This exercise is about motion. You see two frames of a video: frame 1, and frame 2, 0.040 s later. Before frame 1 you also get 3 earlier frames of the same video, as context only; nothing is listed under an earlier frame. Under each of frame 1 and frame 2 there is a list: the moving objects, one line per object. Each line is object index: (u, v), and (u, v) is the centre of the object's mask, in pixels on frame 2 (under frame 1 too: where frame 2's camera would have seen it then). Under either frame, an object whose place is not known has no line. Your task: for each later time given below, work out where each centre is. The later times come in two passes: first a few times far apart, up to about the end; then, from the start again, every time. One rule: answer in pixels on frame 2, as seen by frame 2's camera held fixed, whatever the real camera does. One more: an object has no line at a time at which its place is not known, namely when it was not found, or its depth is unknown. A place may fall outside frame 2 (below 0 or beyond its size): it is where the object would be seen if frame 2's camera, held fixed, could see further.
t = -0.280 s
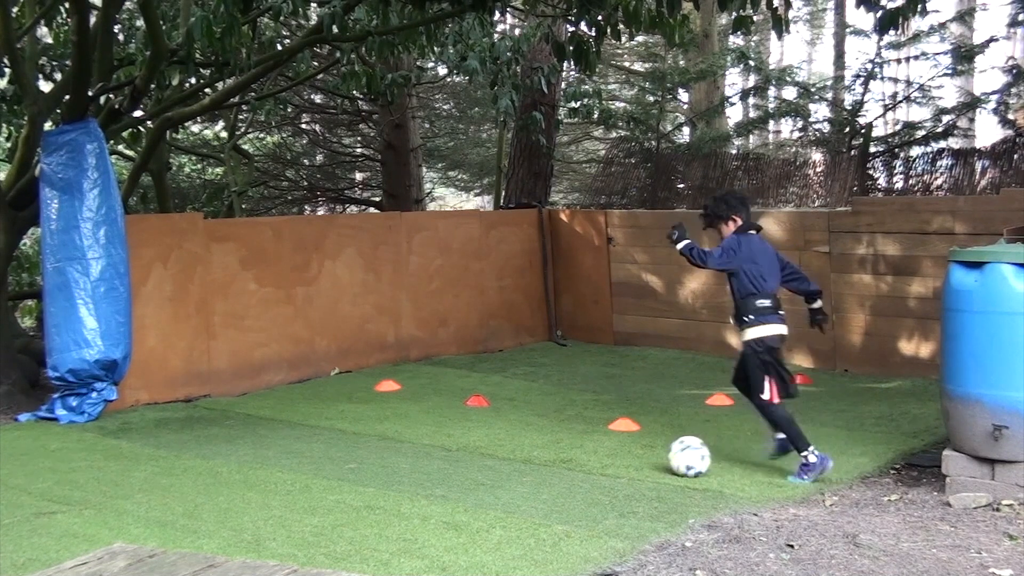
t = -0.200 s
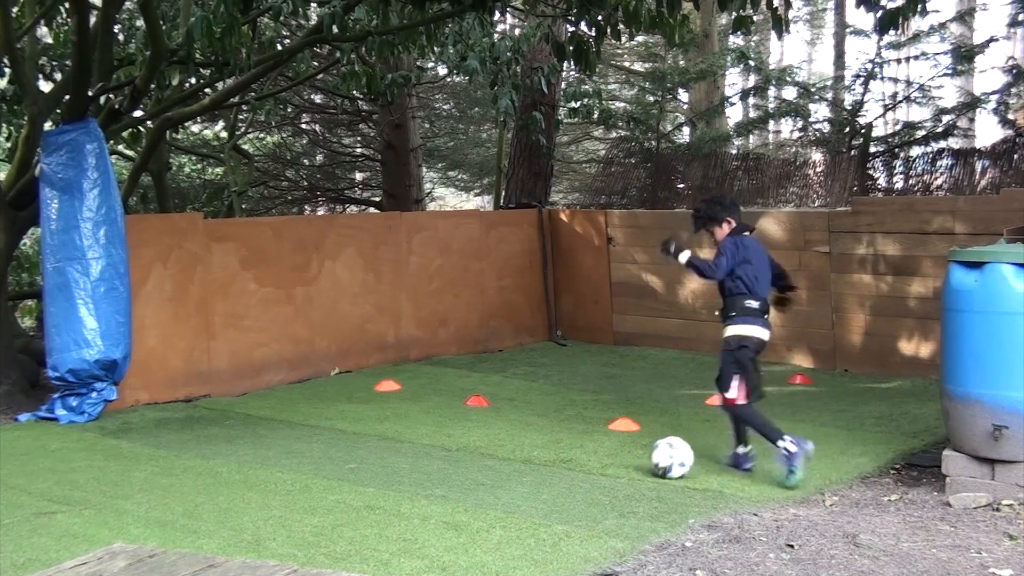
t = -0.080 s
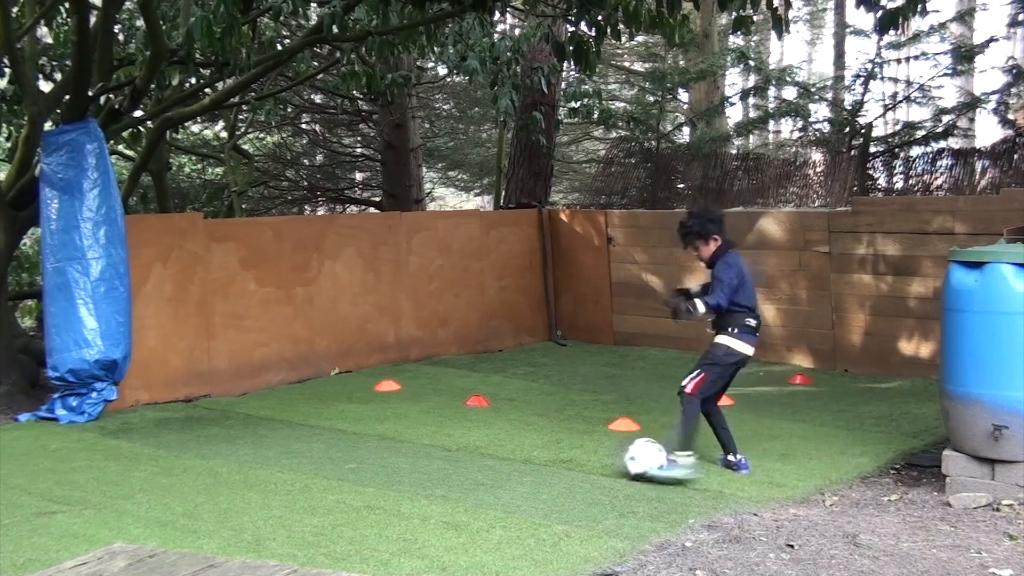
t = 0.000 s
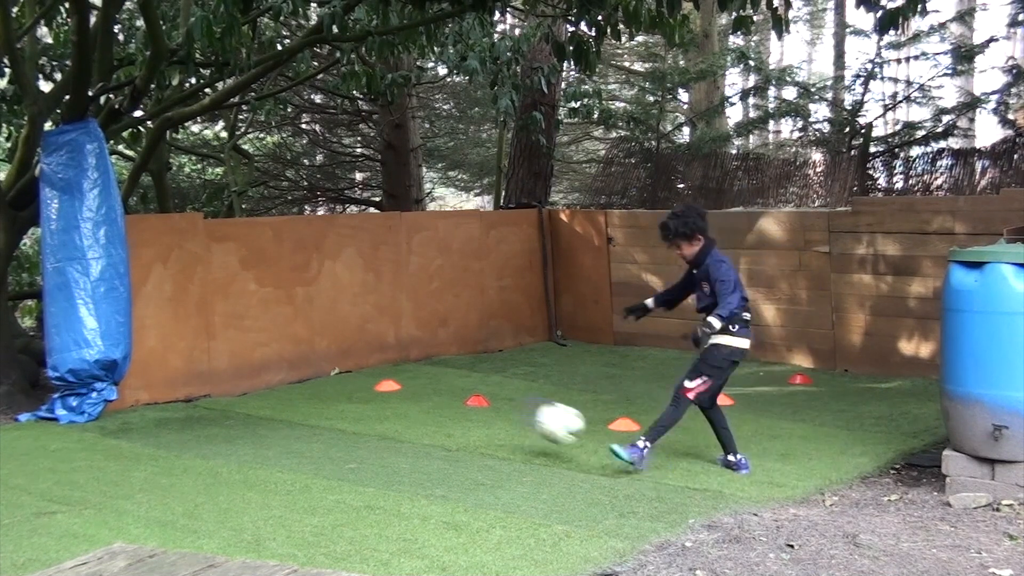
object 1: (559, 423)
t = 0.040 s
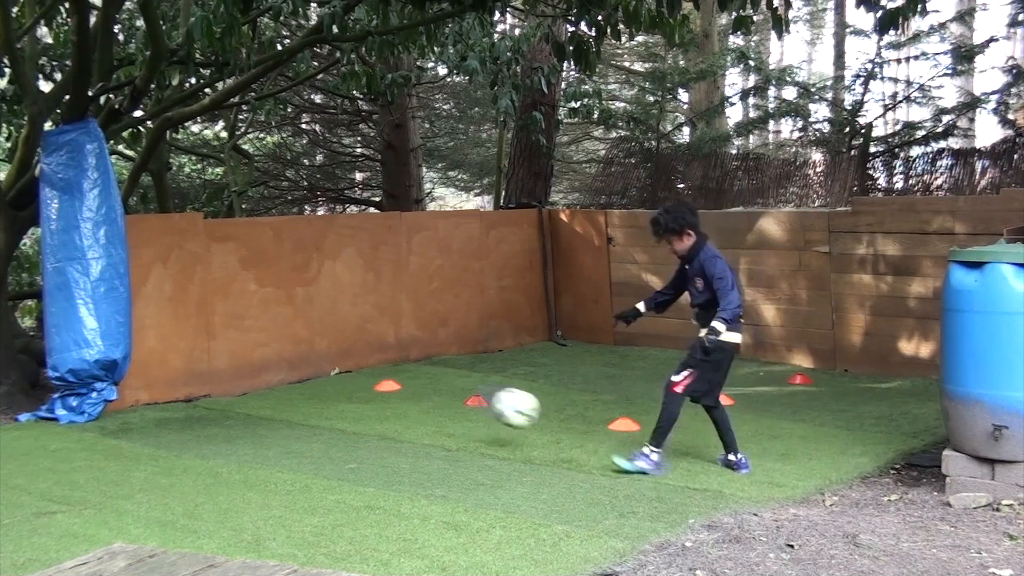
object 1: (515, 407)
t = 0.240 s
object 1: (338, 382)
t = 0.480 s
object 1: (258, 362)
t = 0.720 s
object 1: (347, 386)
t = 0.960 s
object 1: (405, 388)
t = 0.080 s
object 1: (475, 395)
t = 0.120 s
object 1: (436, 388)
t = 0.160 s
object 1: (402, 384)
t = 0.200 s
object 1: (368, 382)
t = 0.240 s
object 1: (338, 382)
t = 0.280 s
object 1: (309, 386)
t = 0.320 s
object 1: (282, 390)
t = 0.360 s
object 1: (261, 382)
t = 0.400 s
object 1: (241, 371)
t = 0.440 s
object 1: (243, 366)
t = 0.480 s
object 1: (258, 362)
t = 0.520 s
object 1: (272, 360)
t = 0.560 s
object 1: (286, 360)
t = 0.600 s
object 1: (301, 362)
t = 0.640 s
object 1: (317, 368)
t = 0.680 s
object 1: (332, 376)
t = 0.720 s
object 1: (347, 386)
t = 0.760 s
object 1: (362, 398)
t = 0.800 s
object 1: (371, 392)
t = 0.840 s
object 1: (379, 388)
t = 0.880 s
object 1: (388, 385)
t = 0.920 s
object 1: (396, 386)
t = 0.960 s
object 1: (405, 388)
